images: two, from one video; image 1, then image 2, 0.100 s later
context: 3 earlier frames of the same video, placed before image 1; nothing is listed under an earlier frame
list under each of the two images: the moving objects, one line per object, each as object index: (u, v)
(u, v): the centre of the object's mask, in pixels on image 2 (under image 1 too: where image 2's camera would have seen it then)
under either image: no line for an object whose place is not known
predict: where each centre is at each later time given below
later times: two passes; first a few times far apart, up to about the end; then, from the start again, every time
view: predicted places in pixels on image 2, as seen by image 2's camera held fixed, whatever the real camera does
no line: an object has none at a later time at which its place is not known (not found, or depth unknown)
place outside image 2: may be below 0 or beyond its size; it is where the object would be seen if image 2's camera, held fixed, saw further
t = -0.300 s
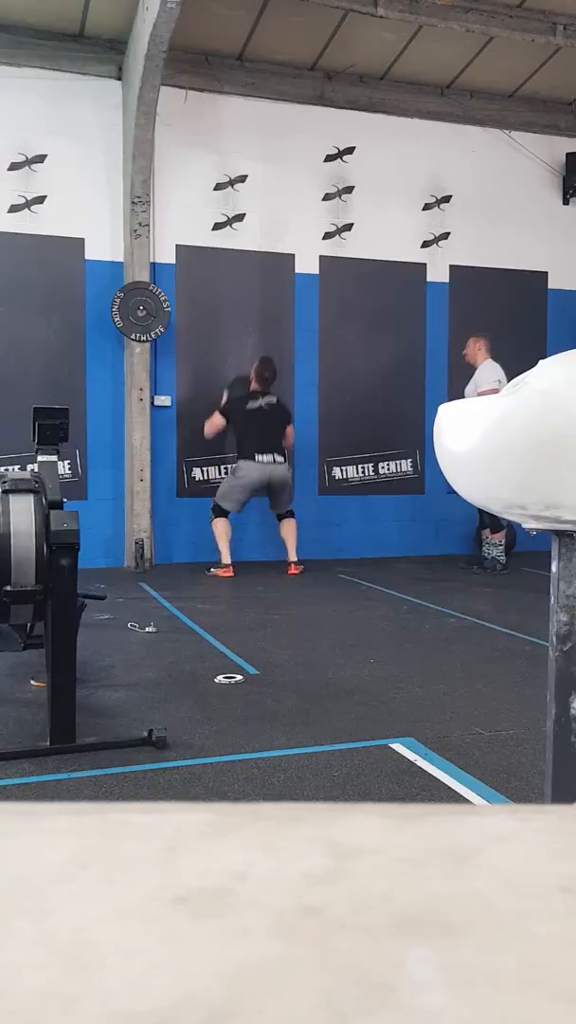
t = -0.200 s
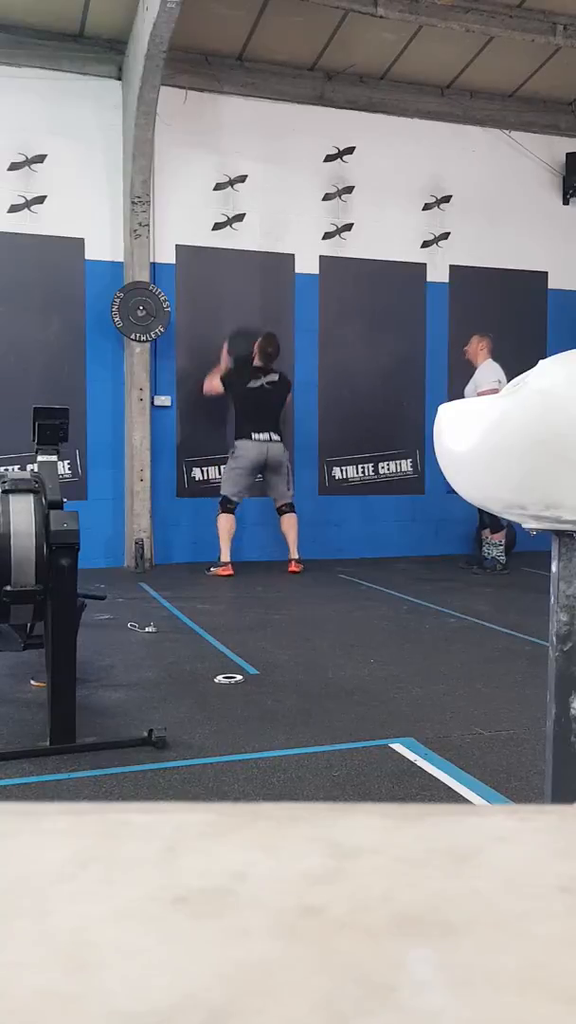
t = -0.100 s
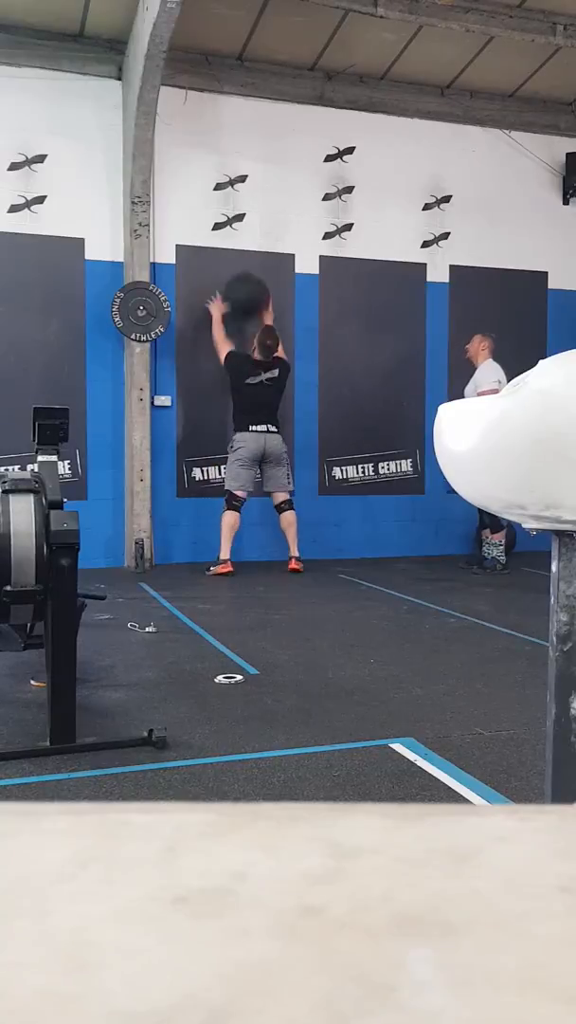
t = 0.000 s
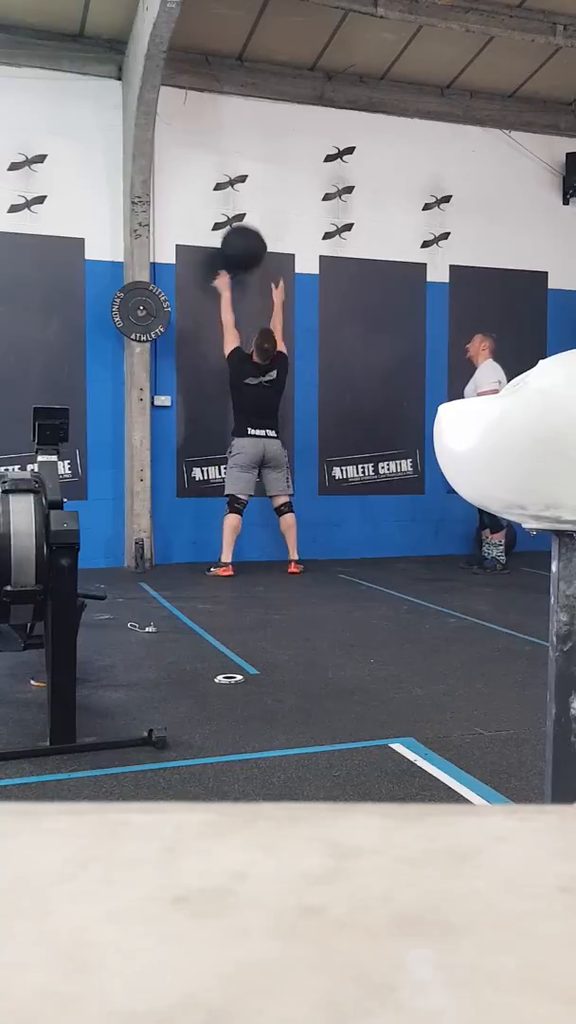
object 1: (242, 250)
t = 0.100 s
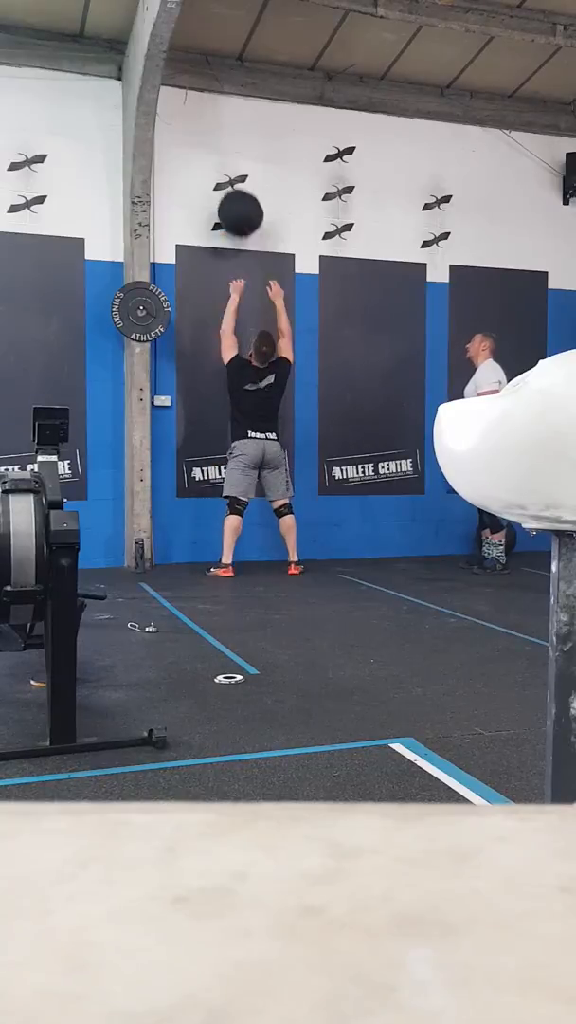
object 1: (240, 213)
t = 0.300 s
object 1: (236, 185)
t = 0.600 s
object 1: (242, 232)
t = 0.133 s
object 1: (239, 204)
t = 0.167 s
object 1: (237, 198)
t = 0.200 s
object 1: (237, 192)
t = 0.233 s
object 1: (236, 189)
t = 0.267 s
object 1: (235, 187)
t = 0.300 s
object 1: (236, 185)
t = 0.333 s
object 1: (236, 185)
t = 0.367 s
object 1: (237, 185)
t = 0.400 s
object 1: (238, 187)
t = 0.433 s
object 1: (238, 191)
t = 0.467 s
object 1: (239, 196)
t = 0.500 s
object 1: (240, 203)
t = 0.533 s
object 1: (240, 211)
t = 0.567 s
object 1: (241, 221)
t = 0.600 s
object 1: (242, 232)
